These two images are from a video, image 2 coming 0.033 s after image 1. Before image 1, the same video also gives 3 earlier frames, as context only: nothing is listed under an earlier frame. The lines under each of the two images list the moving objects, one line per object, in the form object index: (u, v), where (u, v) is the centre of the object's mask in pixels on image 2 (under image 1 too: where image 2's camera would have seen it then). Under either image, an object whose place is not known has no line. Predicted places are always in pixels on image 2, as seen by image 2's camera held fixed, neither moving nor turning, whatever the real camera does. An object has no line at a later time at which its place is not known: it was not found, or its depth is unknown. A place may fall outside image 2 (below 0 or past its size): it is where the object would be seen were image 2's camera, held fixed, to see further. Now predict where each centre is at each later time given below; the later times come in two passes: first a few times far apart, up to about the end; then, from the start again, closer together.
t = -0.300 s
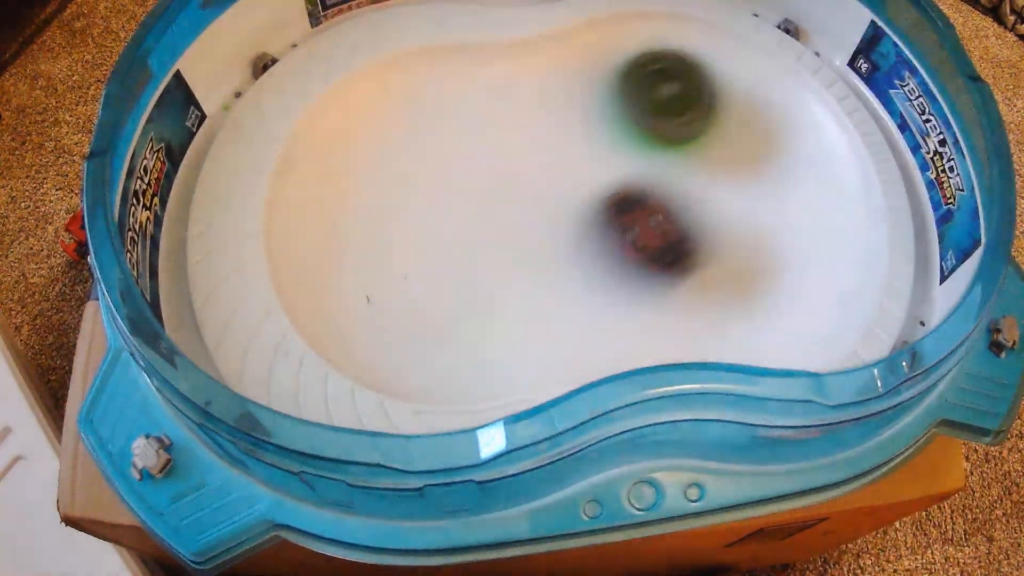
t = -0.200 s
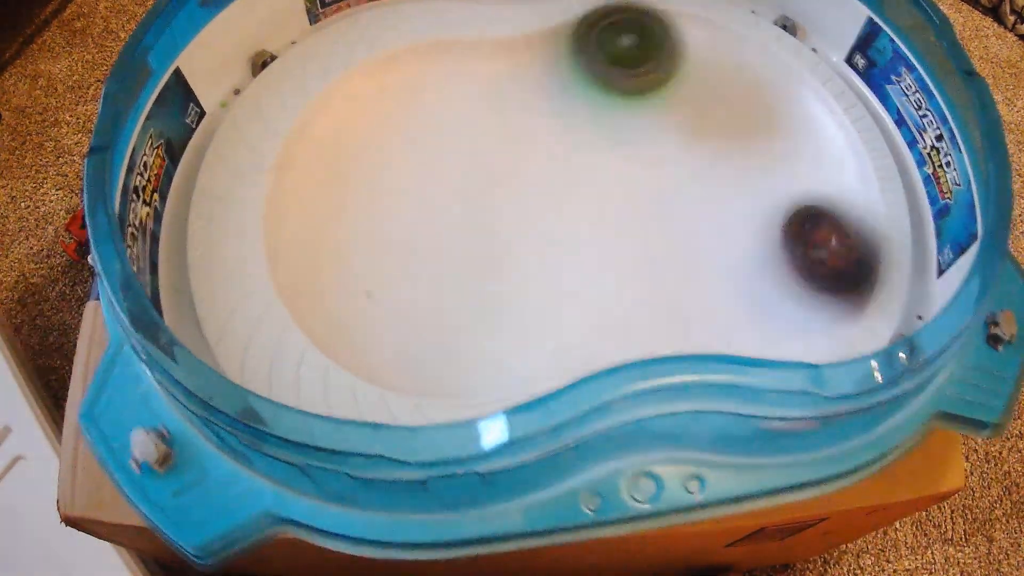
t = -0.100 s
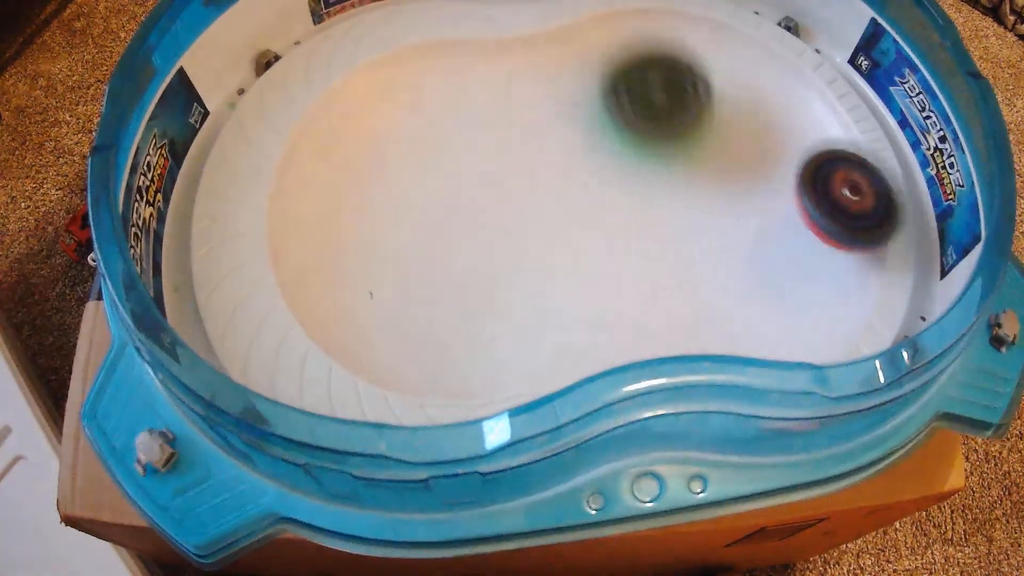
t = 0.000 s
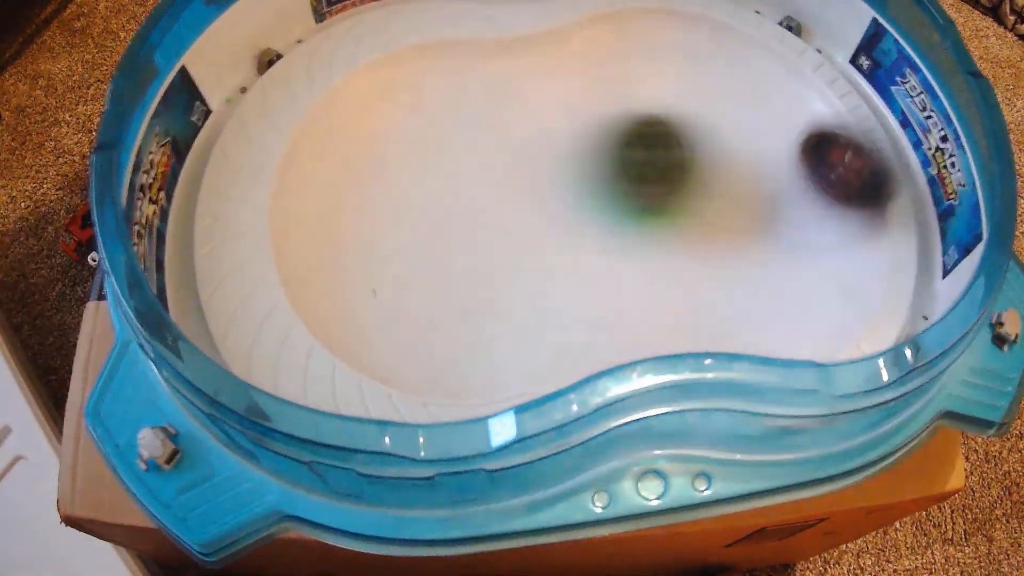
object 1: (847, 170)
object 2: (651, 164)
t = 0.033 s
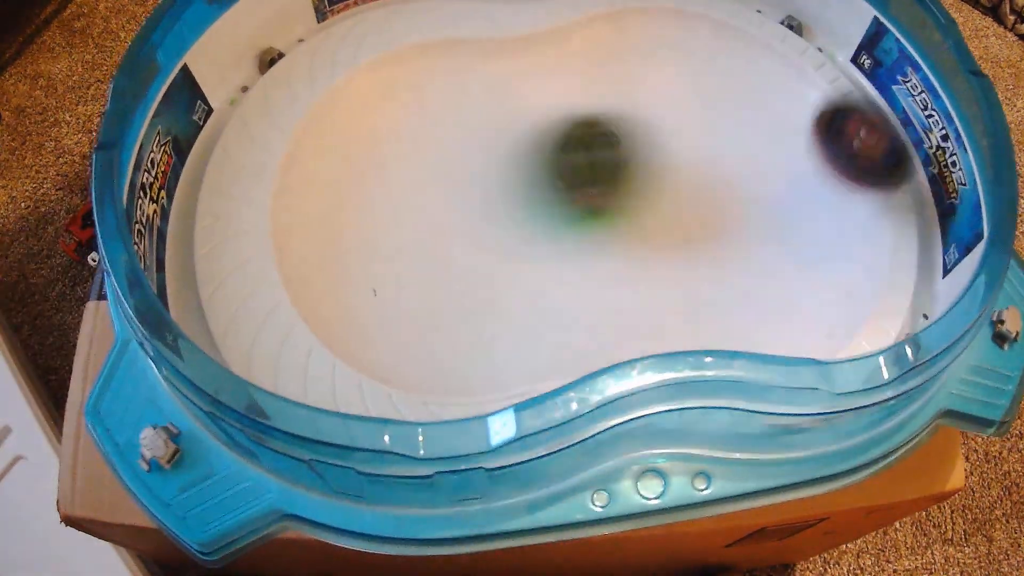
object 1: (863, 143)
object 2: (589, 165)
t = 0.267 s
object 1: (751, 136)
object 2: (365, 253)
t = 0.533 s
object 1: (360, 201)
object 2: (772, 211)
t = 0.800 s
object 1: (521, 310)
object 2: (608, 71)
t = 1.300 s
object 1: (614, 72)
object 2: (821, 167)
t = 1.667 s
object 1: (667, 297)
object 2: (402, 260)
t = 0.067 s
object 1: (871, 131)
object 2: (528, 175)
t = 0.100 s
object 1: (874, 128)
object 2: (472, 188)
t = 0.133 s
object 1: (871, 137)
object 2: (422, 204)
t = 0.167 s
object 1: (857, 148)
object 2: (376, 222)
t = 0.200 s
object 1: (830, 136)
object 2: (357, 231)
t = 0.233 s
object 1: (795, 133)
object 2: (358, 237)
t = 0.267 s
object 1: (751, 136)
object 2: (365, 253)
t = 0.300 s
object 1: (706, 125)
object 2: (394, 262)
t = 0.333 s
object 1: (658, 118)
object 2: (434, 264)
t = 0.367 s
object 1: (611, 113)
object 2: (483, 259)
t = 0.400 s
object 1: (565, 116)
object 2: (532, 254)
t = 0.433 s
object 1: (514, 129)
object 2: (592, 243)
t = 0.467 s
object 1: (461, 147)
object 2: (653, 237)
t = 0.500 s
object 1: (407, 173)
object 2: (716, 229)
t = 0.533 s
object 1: (360, 201)
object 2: (772, 211)
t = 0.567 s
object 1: (327, 234)
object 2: (812, 185)
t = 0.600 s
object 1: (327, 246)
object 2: (809, 145)
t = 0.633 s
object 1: (342, 266)
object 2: (790, 106)
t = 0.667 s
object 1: (369, 313)
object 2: (766, 83)
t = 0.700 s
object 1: (397, 328)
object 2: (739, 74)
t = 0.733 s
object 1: (438, 330)
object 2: (705, 68)
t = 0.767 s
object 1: (478, 328)
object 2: (659, 62)
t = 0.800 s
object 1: (521, 310)
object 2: (608, 71)
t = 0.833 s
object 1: (562, 278)
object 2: (562, 89)
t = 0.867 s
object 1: (599, 243)
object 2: (513, 116)
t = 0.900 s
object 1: (632, 209)
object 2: (461, 163)
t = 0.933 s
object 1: (668, 165)
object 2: (405, 214)
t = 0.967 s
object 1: (692, 125)
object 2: (366, 250)
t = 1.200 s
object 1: (668, 26)
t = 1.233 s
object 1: (654, 29)
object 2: (805, 261)
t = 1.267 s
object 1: (634, 40)
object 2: (828, 209)
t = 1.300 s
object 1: (614, 72)
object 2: (821, 167)
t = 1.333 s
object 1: (592, 104)
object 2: (794, 126)
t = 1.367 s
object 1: (569, 138)
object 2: (753, 96)
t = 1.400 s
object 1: (551, 175)
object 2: (702, 68)
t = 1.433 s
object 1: (543, 210)
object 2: (637, 46)
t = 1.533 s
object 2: (534, 96)
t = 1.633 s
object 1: (630, 302)
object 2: (398, 277)
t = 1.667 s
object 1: (667, 297)
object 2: (402, 260)
